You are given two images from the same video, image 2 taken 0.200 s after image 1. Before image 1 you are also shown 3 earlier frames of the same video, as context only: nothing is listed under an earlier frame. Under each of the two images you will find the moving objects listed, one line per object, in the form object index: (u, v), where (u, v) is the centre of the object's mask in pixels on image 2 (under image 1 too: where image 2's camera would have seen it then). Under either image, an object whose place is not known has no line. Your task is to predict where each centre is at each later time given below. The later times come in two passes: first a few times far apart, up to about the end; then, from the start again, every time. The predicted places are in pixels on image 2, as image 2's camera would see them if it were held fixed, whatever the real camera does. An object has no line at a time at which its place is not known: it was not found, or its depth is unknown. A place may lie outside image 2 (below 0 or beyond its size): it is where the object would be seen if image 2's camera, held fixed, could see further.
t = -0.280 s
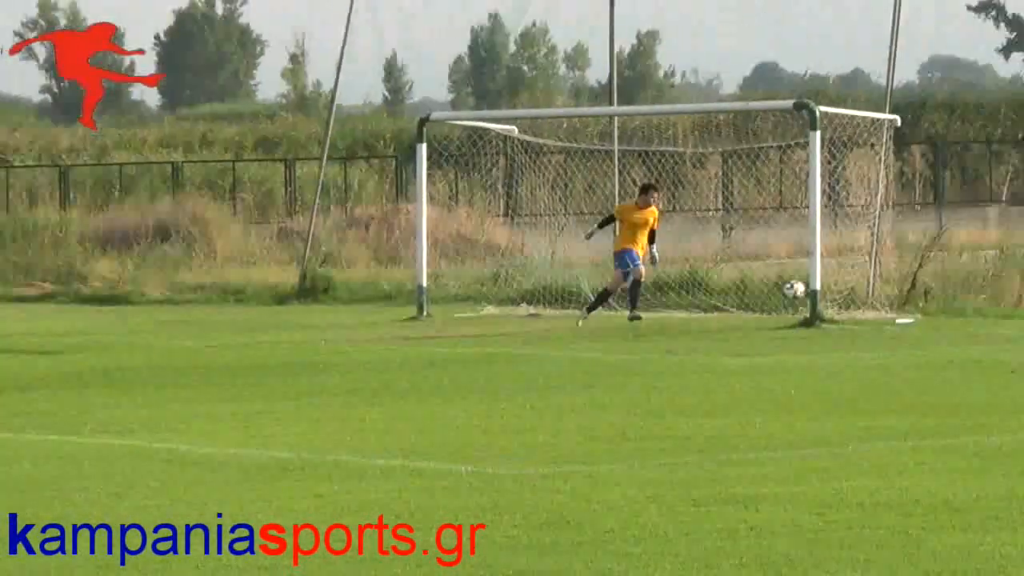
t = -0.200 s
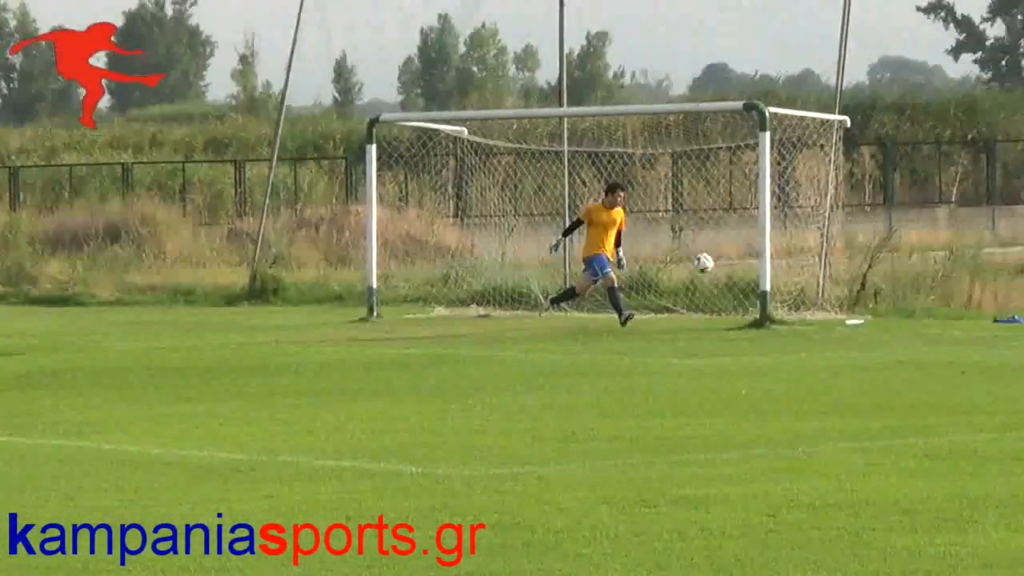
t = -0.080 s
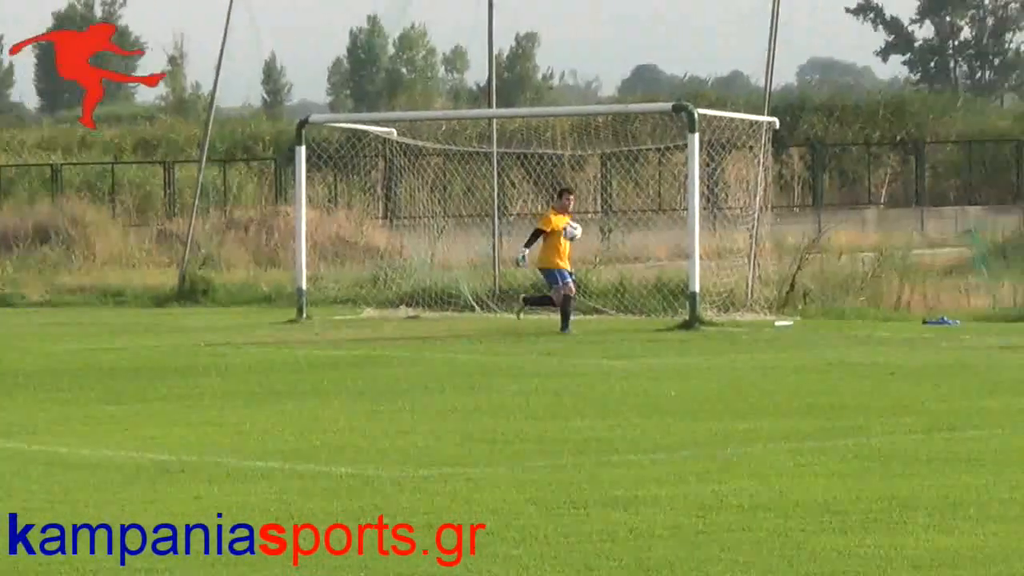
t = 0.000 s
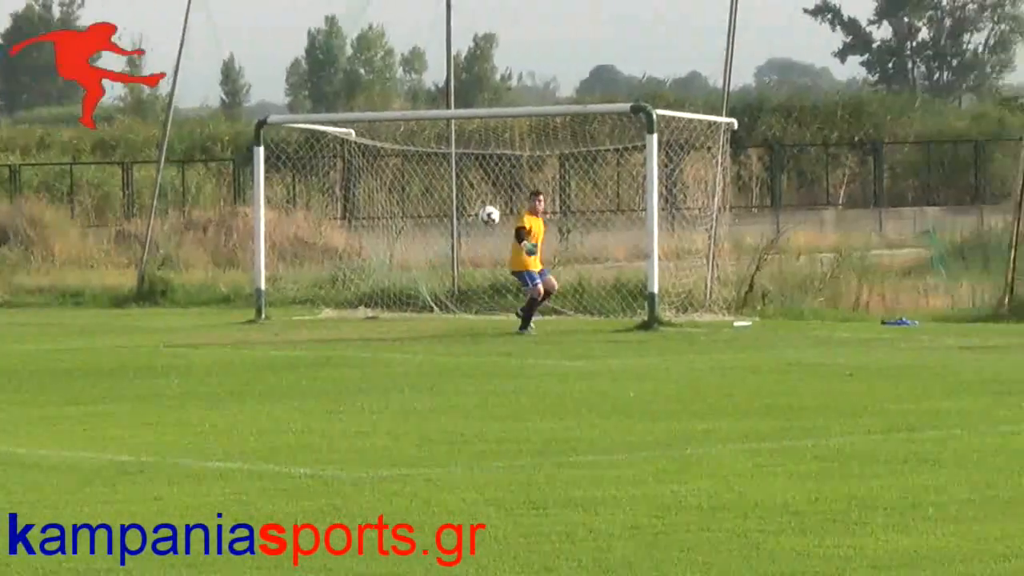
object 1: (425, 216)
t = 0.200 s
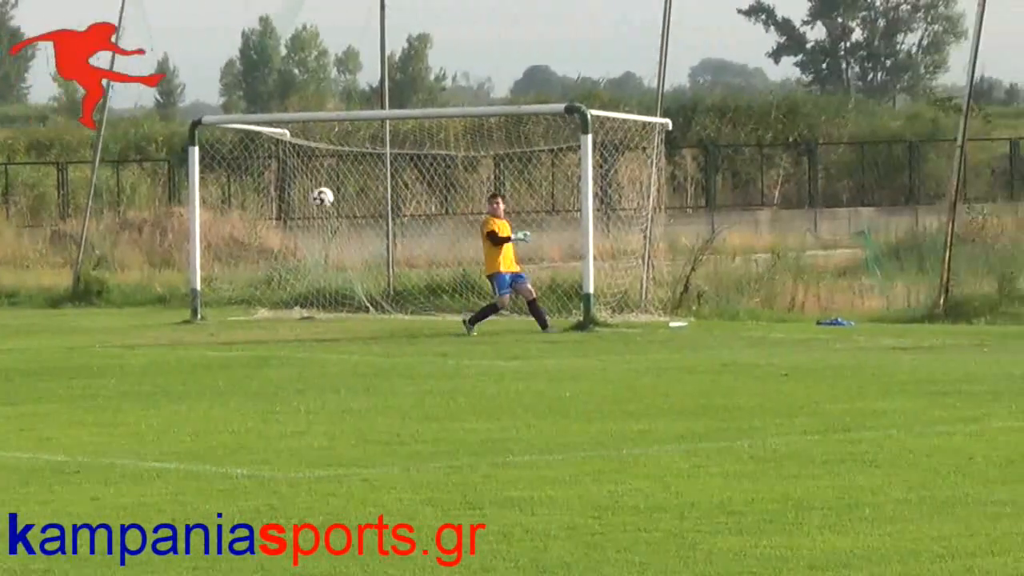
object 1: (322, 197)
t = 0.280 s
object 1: (281, 199)
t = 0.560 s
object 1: (135, 245)
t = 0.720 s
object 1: (45, 304)
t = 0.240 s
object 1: (302, 197)
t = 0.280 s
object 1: (281, 199)
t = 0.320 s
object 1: (262, 201)
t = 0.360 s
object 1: (240, 206)
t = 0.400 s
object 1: (219, 210)
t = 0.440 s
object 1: (198, 217)
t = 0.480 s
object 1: (176, 225)
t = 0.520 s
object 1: (156, 234)
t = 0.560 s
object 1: (135, 245)
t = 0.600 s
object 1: (113, 258)
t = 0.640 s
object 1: (91, 271)
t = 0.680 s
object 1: (68, 287)
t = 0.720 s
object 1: (45, 304)
